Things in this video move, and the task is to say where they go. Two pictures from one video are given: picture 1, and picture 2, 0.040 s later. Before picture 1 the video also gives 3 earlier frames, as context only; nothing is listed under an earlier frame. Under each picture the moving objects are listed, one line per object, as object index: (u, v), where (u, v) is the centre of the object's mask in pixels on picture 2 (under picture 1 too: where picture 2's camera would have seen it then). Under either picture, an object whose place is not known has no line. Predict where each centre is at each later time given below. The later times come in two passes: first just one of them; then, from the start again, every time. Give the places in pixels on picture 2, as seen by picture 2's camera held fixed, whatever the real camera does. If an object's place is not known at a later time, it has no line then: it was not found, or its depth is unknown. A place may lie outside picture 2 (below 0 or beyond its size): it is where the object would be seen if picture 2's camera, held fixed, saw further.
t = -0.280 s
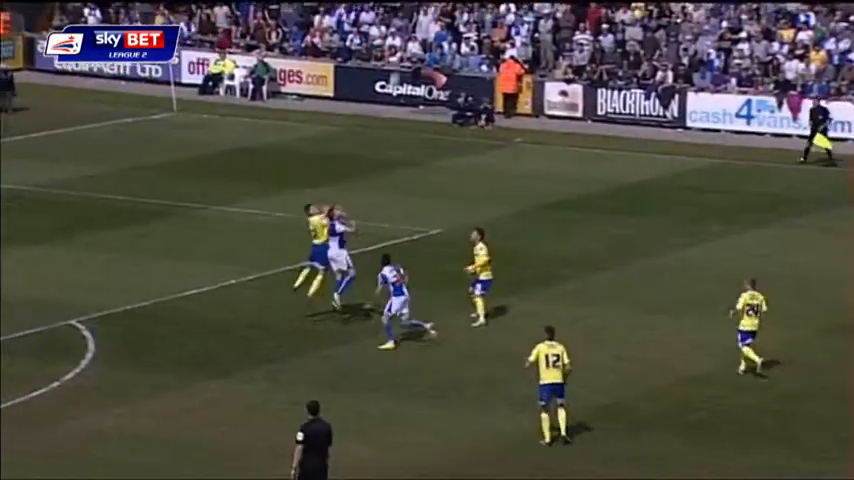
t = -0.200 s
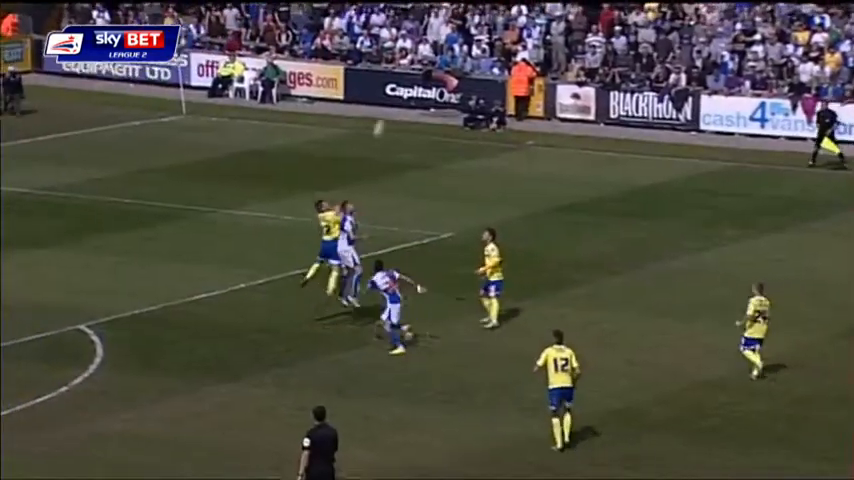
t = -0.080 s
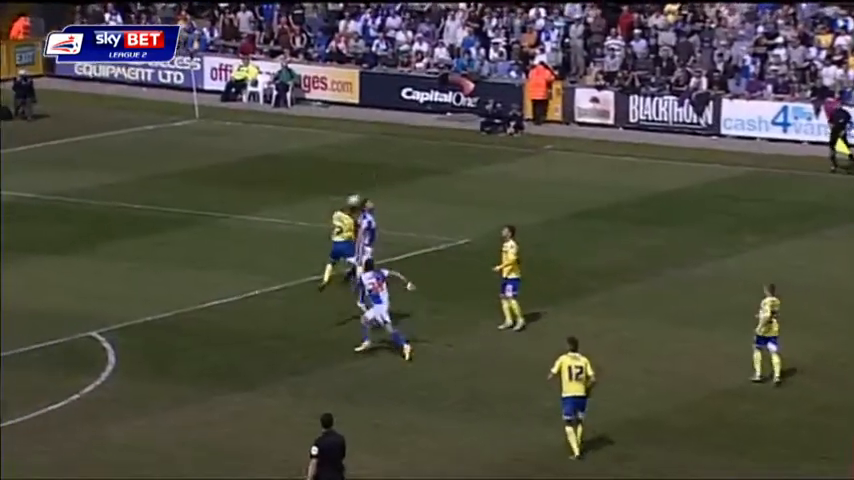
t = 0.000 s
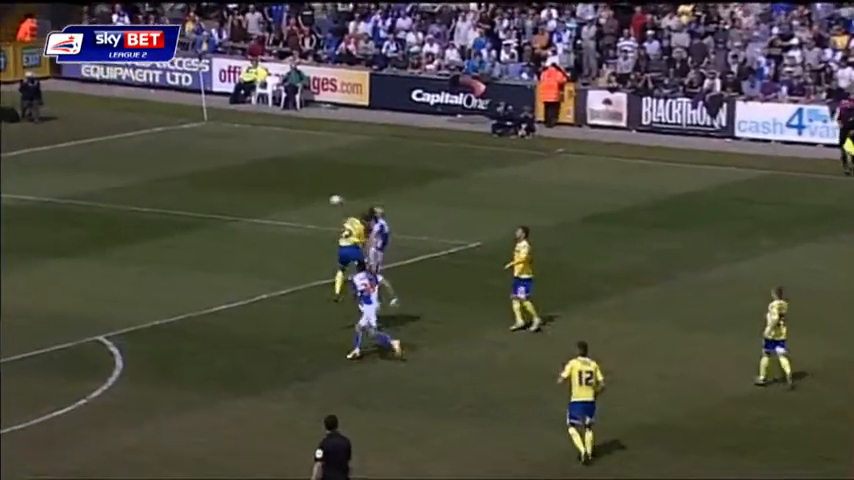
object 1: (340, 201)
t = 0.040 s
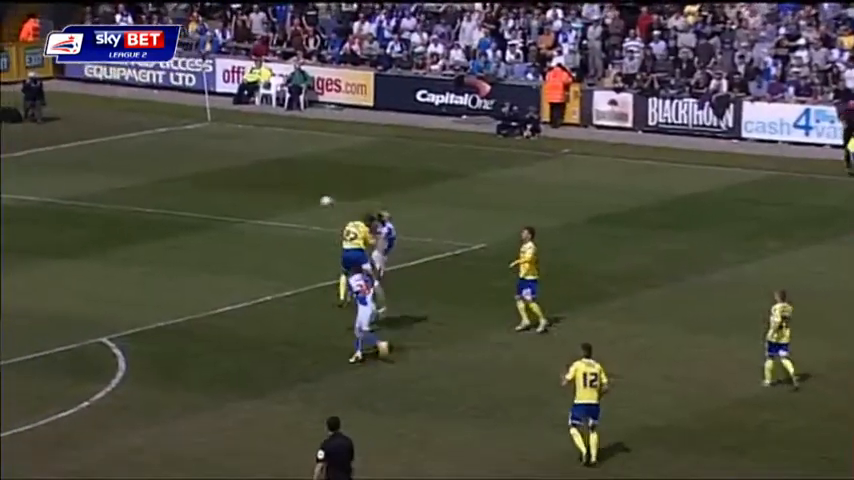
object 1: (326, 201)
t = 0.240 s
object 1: (258, 214)
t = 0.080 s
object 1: (311, 202)
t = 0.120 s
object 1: (298, 204)
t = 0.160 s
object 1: (285, 205)
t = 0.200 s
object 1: (271, 209)
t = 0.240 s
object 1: (258, 214)
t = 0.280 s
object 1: (243, 219)
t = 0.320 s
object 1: (231, 224)
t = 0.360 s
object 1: (217, 231)
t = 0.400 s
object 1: (204, 238)
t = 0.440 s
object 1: (191, 247)
